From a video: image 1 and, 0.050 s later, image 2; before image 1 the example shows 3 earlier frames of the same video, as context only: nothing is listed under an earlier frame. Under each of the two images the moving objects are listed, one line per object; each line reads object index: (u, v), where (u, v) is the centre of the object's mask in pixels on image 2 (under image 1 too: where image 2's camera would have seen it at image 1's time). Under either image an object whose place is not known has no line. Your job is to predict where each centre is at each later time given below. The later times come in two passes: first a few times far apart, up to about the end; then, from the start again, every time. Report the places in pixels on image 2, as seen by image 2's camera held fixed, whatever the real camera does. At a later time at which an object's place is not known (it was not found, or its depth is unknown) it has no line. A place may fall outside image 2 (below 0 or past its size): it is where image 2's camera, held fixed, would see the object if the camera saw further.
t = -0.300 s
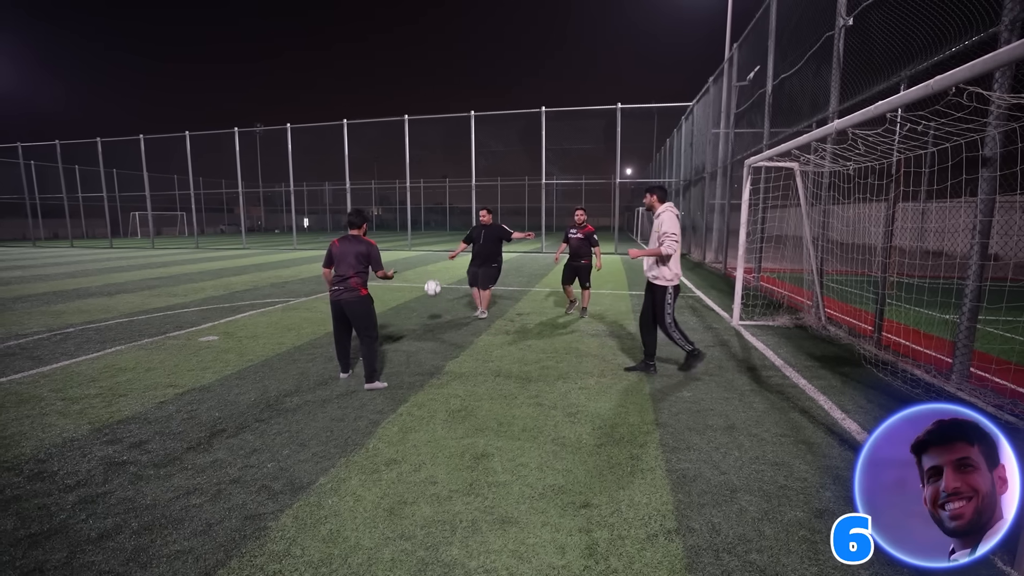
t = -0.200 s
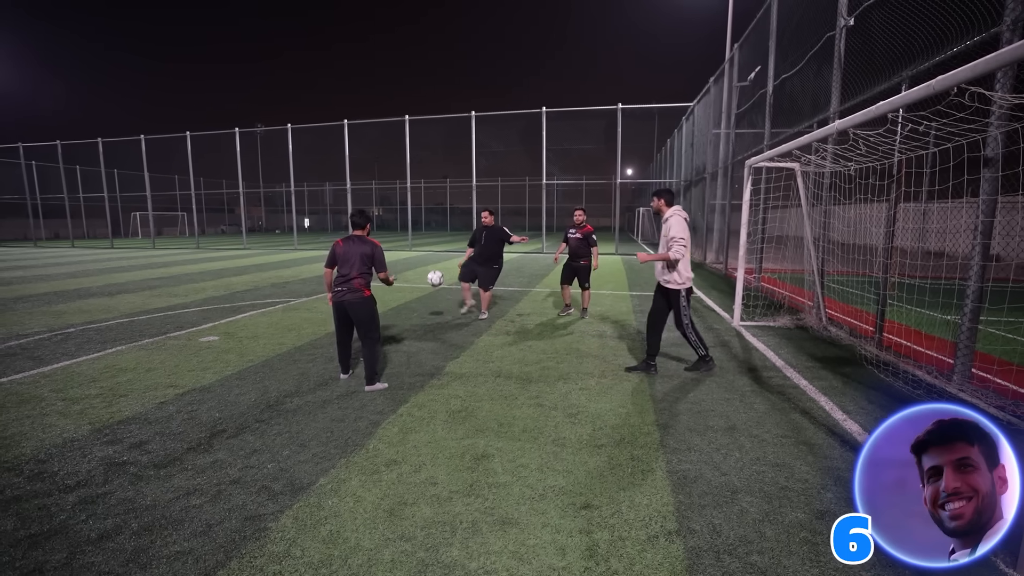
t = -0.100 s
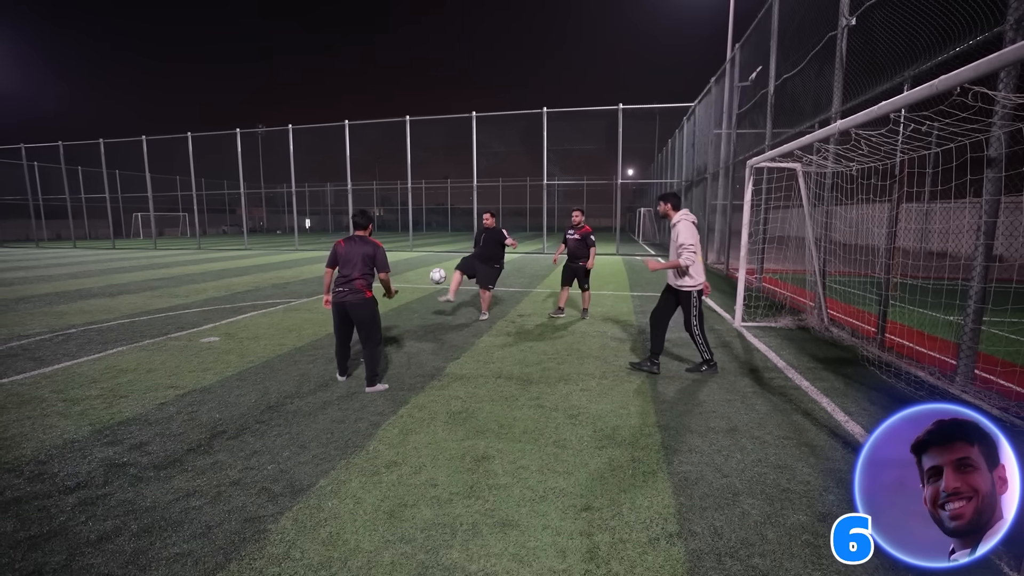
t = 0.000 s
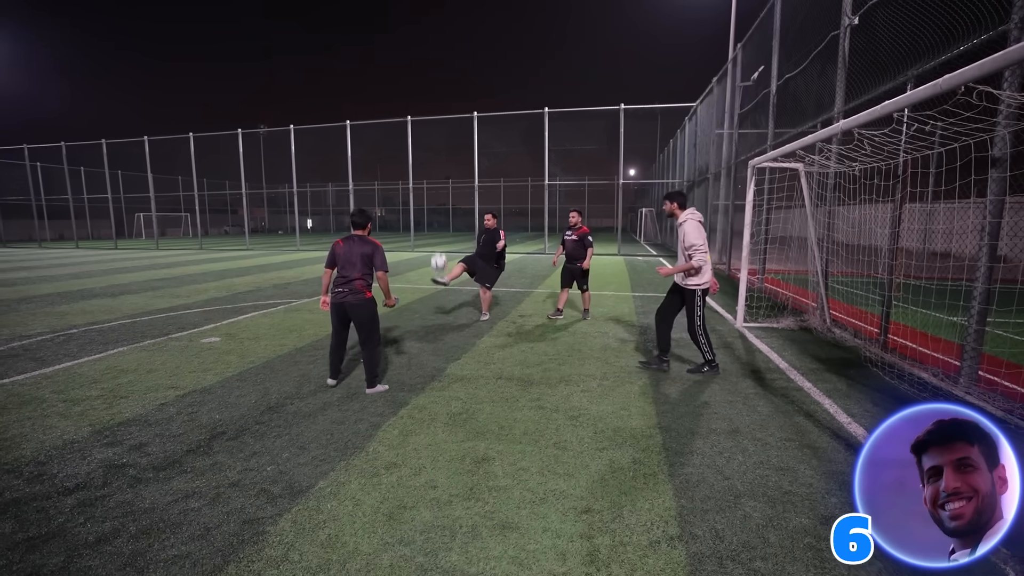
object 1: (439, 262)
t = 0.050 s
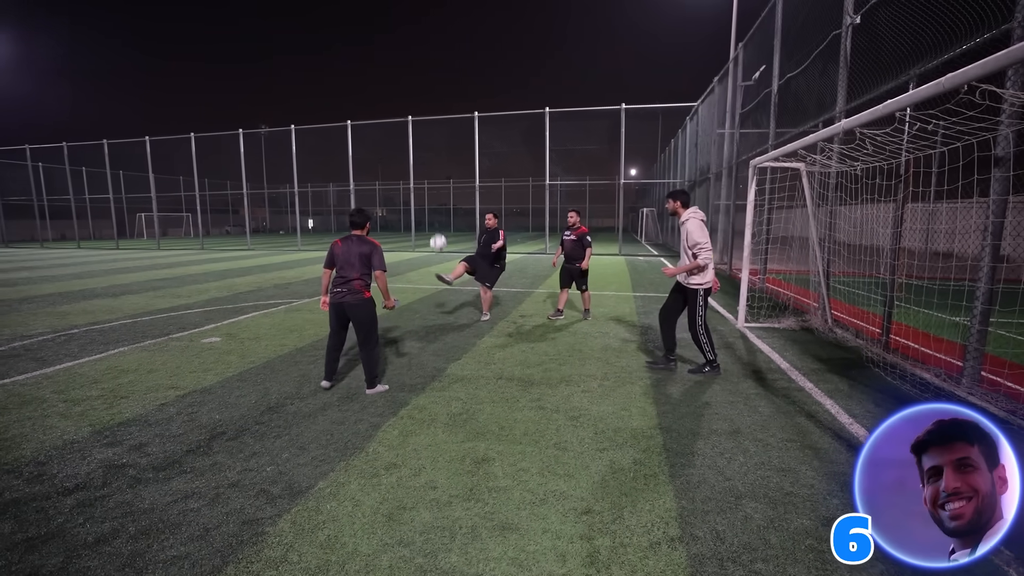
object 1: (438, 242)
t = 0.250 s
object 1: (431, 183)
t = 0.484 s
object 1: (419, 147)
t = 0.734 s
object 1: (403, 157)
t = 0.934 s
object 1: (390, 210)
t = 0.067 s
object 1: (437, 237)
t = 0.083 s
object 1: (437, 231)
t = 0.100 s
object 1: (436, 226)
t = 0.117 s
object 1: (435, 221)
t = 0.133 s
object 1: (435, 215)
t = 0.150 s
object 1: (434, 210)
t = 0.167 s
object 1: (434, 205)
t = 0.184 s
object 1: (433, 200)
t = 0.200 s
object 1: (433, 196)
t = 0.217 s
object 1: (432, 191)
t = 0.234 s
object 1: (432, 187)
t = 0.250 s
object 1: (431, 183)
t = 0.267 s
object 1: (430, 179)
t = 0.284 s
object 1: (429, 175)
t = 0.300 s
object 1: (429, 172)
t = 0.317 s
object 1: (428, 169)
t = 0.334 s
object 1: (427, 166)
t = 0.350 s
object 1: (426, 163)
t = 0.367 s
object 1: (425, 160)
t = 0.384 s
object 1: (424, 157)
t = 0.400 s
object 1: (423, 155)
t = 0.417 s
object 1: (423, 153)
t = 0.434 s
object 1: (422, 152)
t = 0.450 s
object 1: (421, 150)
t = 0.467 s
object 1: (420, 149)
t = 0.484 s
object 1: (419, 147)
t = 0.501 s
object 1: (418, 146)
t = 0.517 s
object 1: (417, 145)
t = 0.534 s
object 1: (416, 145)
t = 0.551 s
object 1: (415, 144)
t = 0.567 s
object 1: (414, 144)
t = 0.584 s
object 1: (413, 144)
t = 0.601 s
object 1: (412, 145)
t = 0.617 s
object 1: (411, 145)
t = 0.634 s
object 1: (410, 146)
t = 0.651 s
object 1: (408, 147)
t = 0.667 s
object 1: (407, 149)
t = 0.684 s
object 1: (406, 150)
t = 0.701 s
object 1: (405, 152)
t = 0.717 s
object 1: (404, 154)
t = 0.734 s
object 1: (403, 157)
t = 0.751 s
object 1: (402, 159)
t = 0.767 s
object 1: (400, 163)
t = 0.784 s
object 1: (399, 166)
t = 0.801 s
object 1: (398, 169)
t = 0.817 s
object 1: (397, 173)
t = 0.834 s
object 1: (396, 177)
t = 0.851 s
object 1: (395, 182)
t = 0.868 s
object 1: (394, 187)
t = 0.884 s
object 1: (393, 192)
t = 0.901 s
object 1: (392, 198)
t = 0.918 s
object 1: (390, 204)
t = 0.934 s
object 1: (390, 210)
